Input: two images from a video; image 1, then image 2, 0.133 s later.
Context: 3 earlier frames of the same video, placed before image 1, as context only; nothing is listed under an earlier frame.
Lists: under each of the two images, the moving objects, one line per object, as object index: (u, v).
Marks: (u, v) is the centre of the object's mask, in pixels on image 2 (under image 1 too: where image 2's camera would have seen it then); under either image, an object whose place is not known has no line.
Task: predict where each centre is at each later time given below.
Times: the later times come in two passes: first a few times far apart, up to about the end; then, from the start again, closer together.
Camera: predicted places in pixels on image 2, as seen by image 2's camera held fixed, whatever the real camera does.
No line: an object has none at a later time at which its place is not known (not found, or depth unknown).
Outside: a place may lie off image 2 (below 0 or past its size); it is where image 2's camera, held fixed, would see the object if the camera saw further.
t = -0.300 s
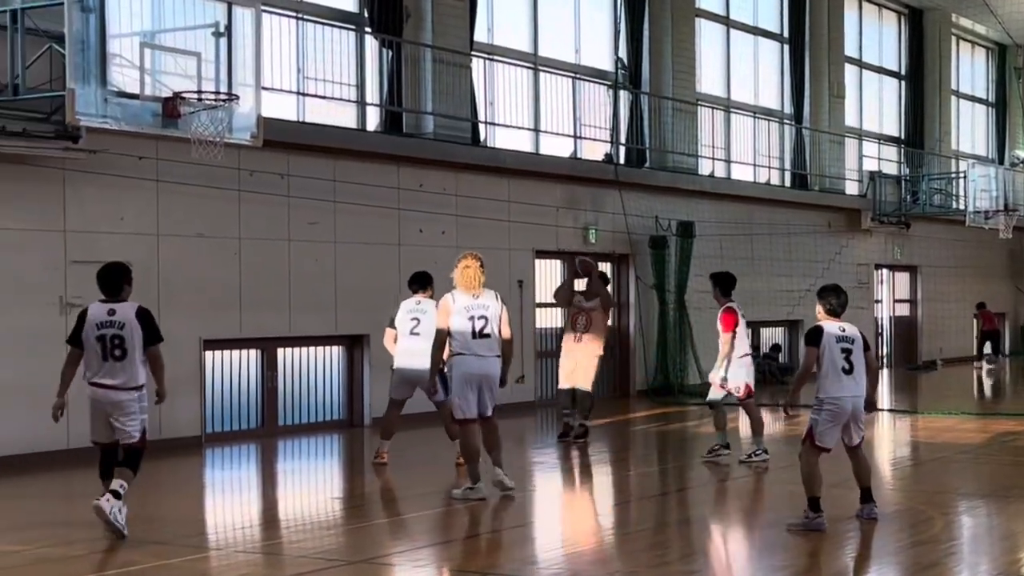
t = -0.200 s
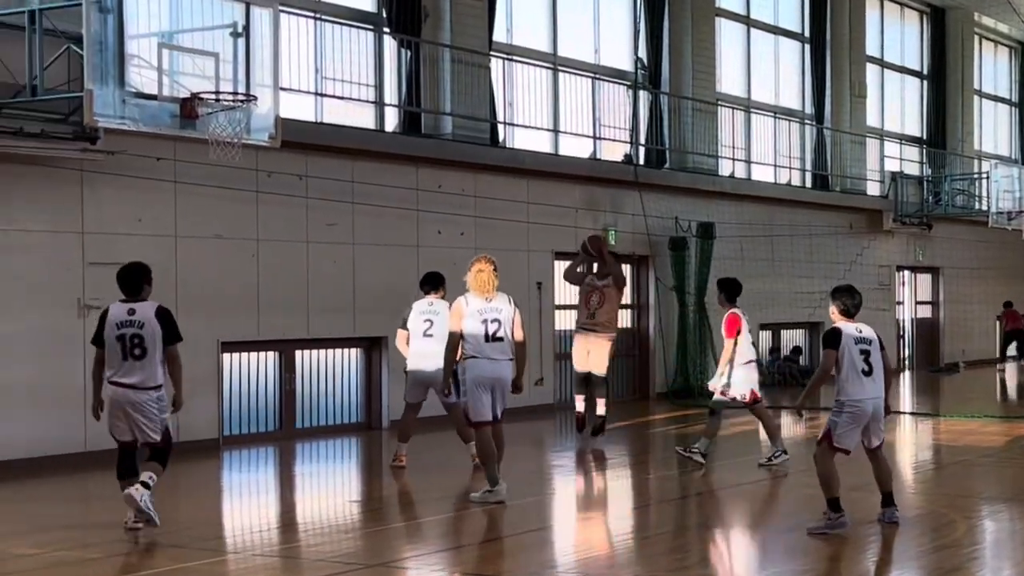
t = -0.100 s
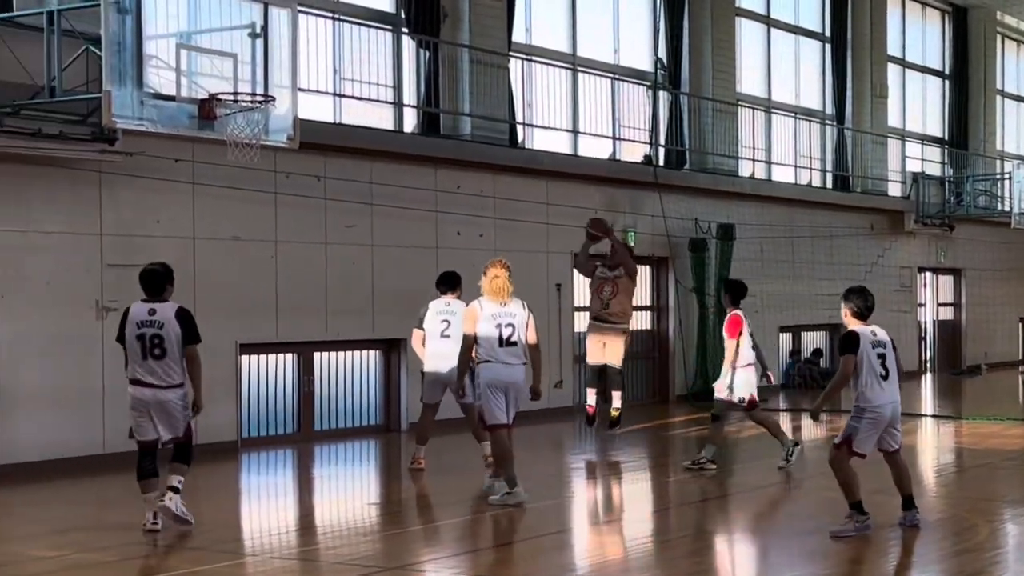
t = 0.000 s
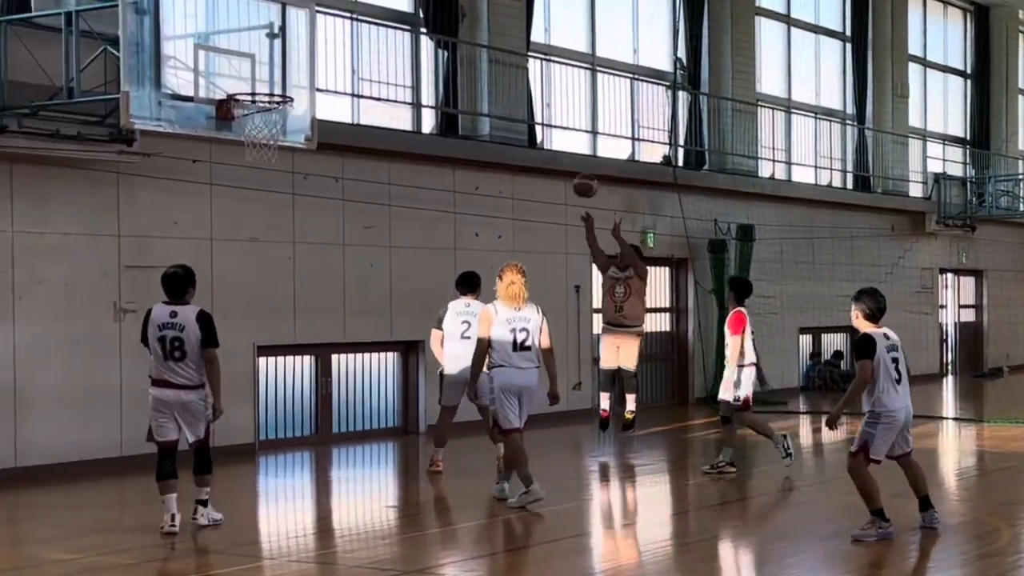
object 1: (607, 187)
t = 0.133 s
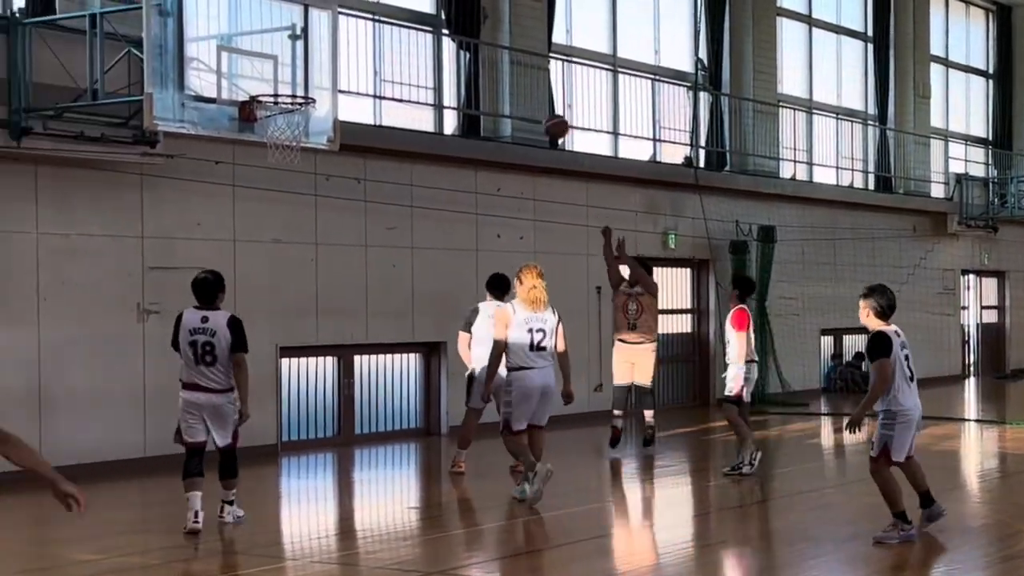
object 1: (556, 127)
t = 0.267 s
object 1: (501, 81)
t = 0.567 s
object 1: (364, 45)
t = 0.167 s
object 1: (542, 114)
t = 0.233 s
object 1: (516, 91)
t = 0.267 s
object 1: (501, 81)
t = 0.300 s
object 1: (487, 73)
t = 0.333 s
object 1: (473, 65)
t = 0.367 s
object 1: (459, 59)
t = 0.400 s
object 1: (444, 52)
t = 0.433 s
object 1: (427, 49)
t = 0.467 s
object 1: (414, 46)
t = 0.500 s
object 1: (397, 44)
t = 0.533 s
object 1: (381, 44)
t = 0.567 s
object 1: (364, 45)
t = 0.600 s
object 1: (347, 47)
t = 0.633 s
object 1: (330, 51)
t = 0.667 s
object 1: (313, 56)
